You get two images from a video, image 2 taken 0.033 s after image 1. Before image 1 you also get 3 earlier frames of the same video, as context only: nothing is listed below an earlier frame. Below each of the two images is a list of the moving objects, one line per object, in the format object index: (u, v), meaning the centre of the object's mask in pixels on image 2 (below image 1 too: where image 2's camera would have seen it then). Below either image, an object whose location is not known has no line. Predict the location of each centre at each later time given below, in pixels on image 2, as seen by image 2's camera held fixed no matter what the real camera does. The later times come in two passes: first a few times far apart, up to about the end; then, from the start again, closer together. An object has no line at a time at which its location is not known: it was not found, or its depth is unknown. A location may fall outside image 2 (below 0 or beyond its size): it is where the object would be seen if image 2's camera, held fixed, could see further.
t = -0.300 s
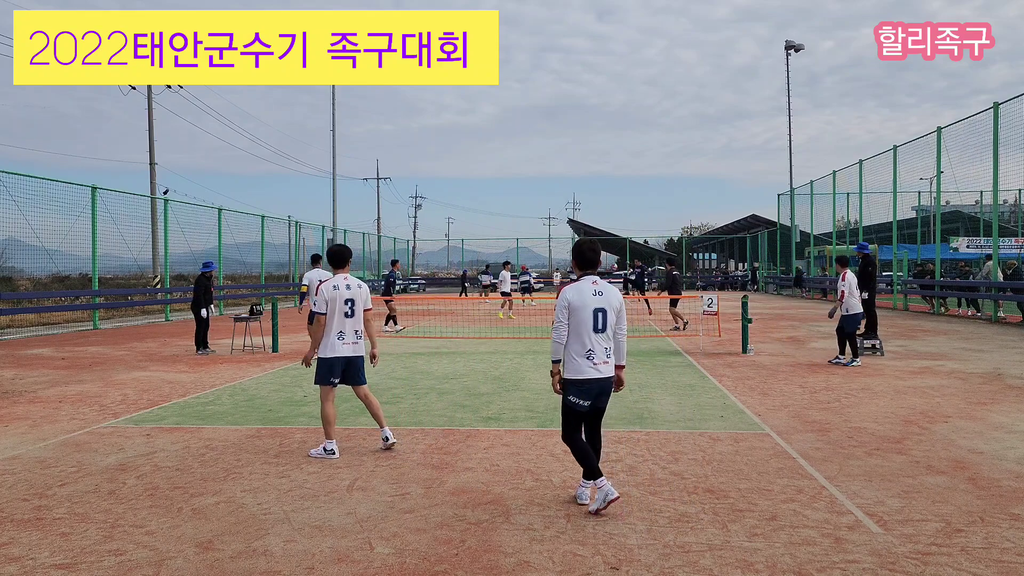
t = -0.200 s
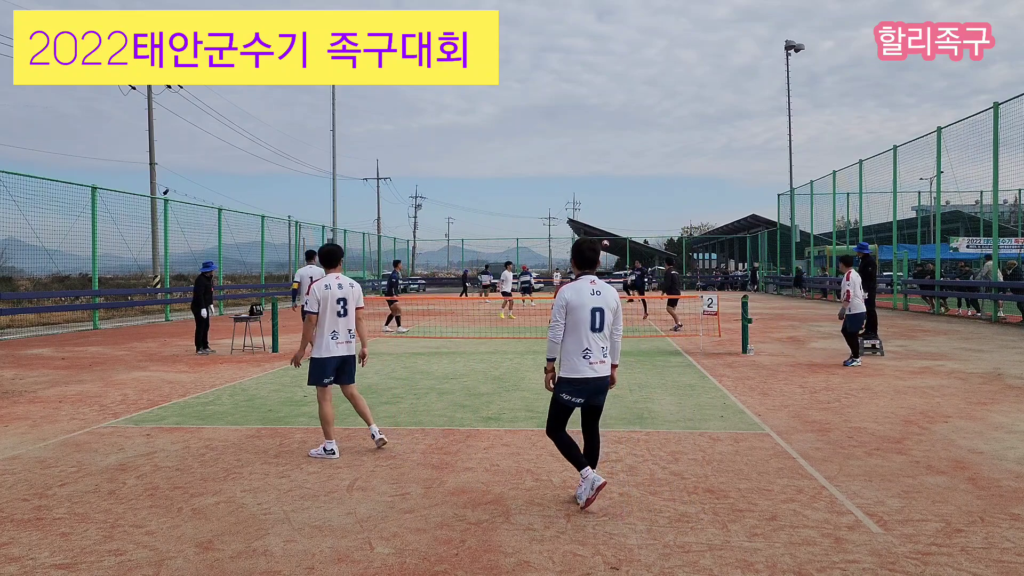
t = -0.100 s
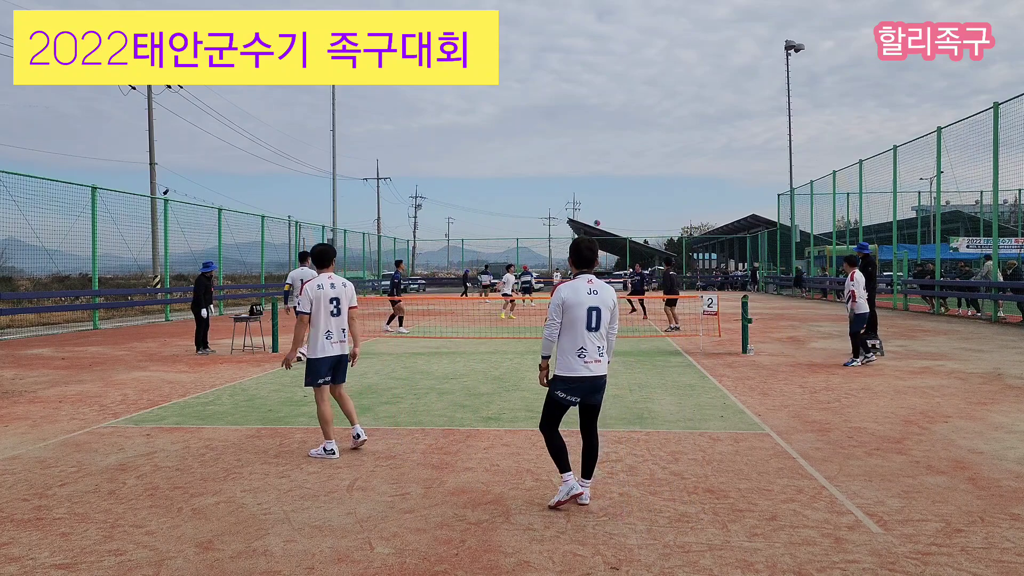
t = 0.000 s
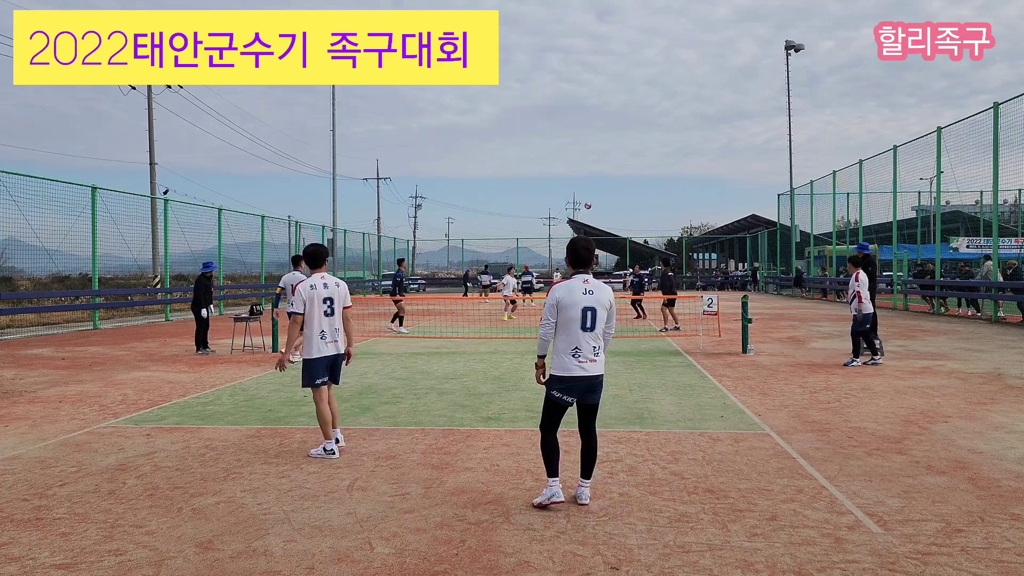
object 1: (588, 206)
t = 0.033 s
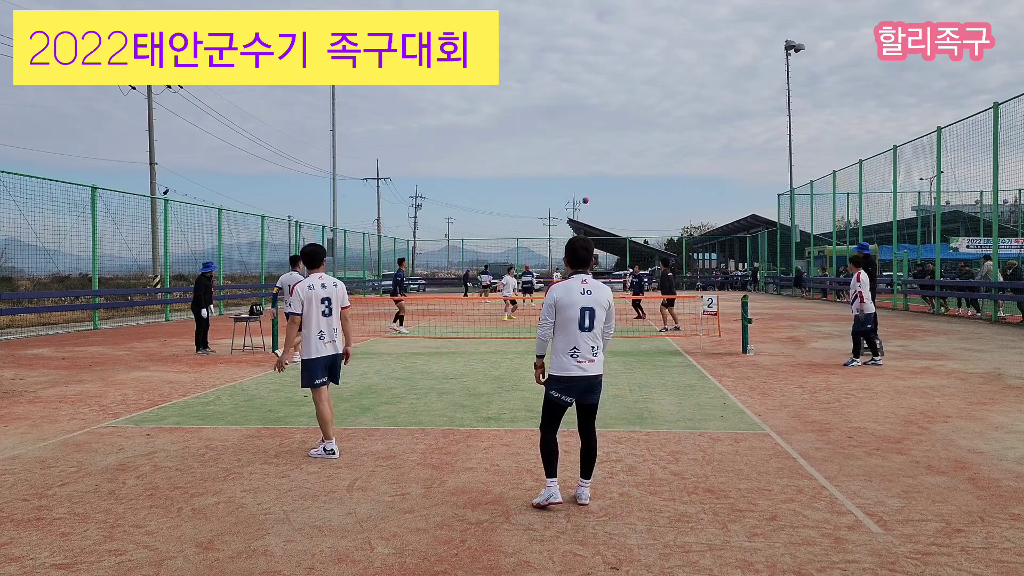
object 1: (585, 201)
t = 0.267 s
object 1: (563, 174)
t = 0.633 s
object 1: (529, 170)
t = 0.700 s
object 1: (522, 174)
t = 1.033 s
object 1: (487, 222)
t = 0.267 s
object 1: (563, 174)
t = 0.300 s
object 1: (561, 172)
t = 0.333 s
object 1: (557, 170)
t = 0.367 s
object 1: (554, 169)
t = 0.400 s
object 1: (551, 167)
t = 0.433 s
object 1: (548, 167)
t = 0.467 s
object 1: (545, 166)
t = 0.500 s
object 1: (542, 166)
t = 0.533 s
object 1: (538, 167)
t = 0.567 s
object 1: (535, 167)
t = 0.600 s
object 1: (532, 169)
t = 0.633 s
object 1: (529, 170)
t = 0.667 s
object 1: (525, 172)
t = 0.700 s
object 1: (522, 174)
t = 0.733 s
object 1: (519, 177)
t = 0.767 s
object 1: (515, 181)
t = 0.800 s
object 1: (512, 185)
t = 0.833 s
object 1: (508, 188)
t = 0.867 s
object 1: (505, 193)
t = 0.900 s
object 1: (501, 198)
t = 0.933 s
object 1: (498, 204)
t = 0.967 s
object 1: (494, 209)
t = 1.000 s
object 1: (491, 215)
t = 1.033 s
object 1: (487, 222)
